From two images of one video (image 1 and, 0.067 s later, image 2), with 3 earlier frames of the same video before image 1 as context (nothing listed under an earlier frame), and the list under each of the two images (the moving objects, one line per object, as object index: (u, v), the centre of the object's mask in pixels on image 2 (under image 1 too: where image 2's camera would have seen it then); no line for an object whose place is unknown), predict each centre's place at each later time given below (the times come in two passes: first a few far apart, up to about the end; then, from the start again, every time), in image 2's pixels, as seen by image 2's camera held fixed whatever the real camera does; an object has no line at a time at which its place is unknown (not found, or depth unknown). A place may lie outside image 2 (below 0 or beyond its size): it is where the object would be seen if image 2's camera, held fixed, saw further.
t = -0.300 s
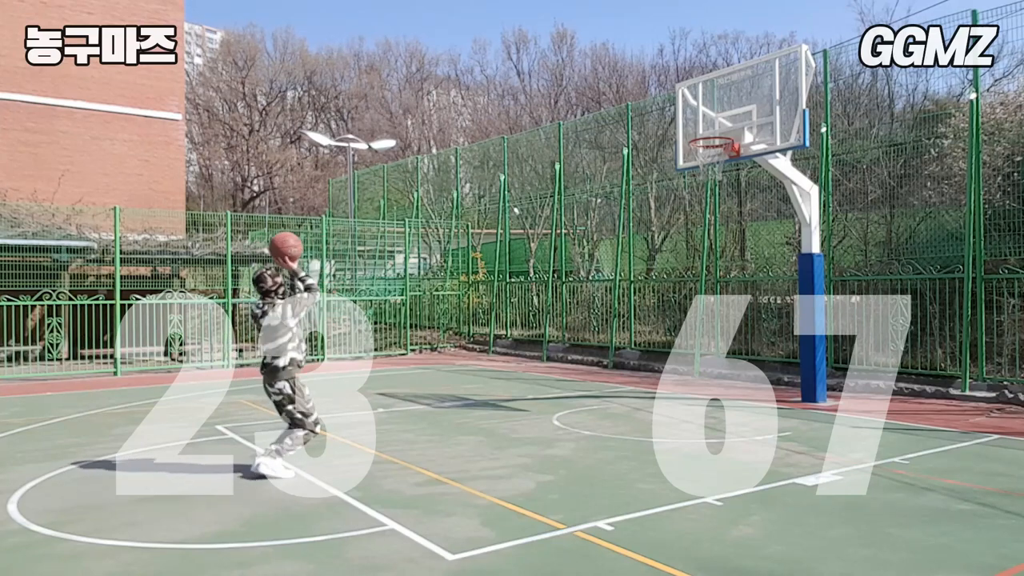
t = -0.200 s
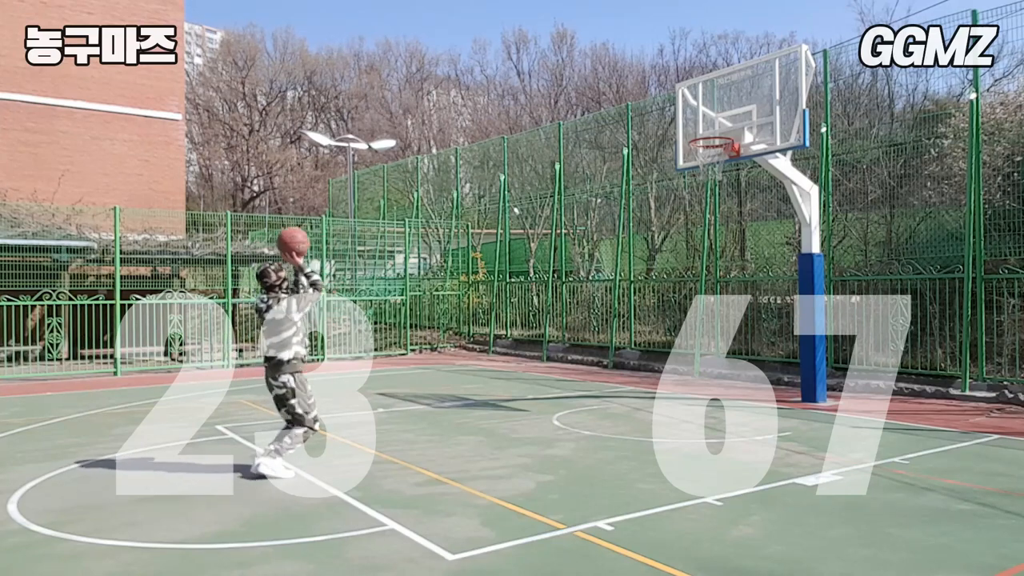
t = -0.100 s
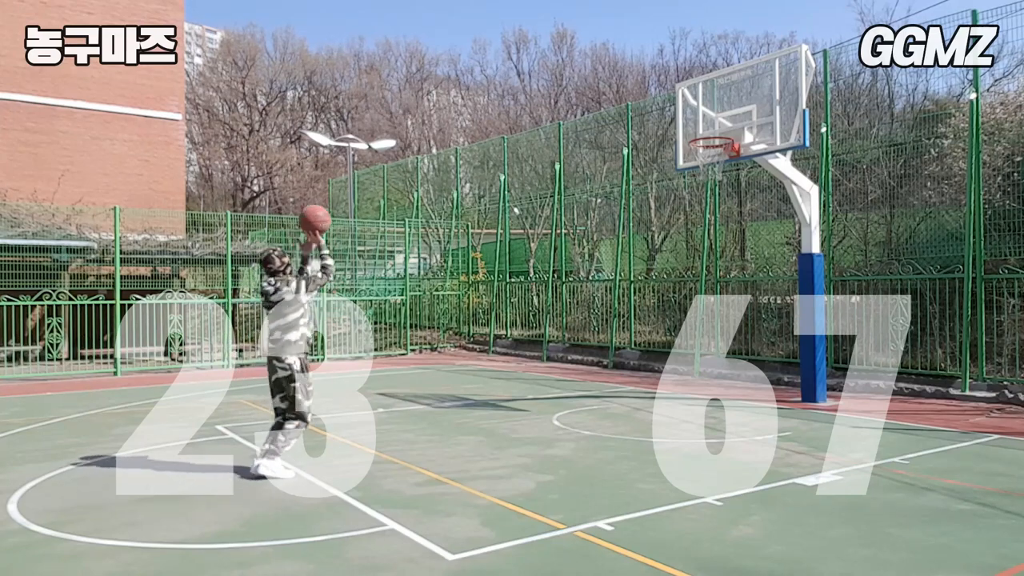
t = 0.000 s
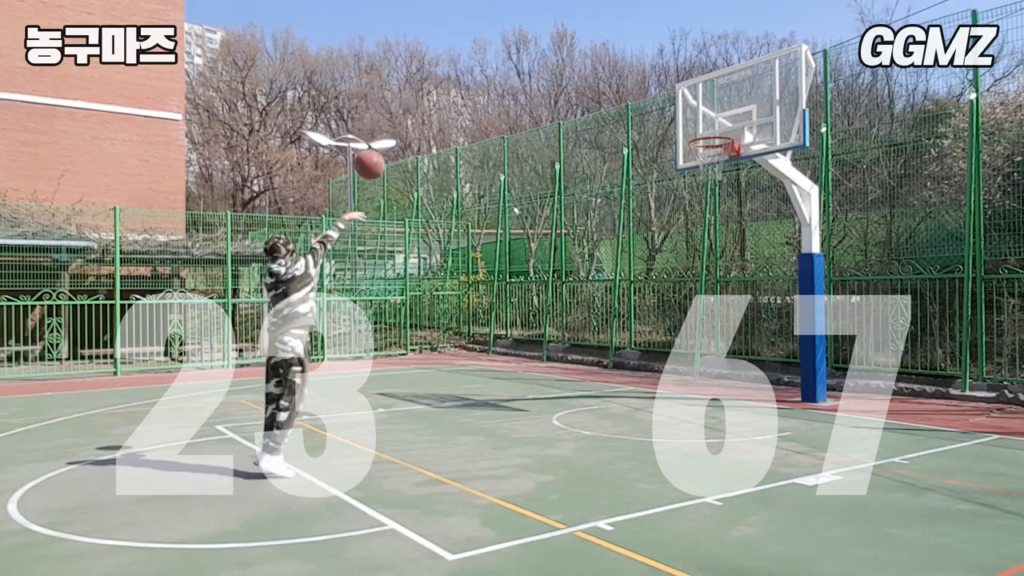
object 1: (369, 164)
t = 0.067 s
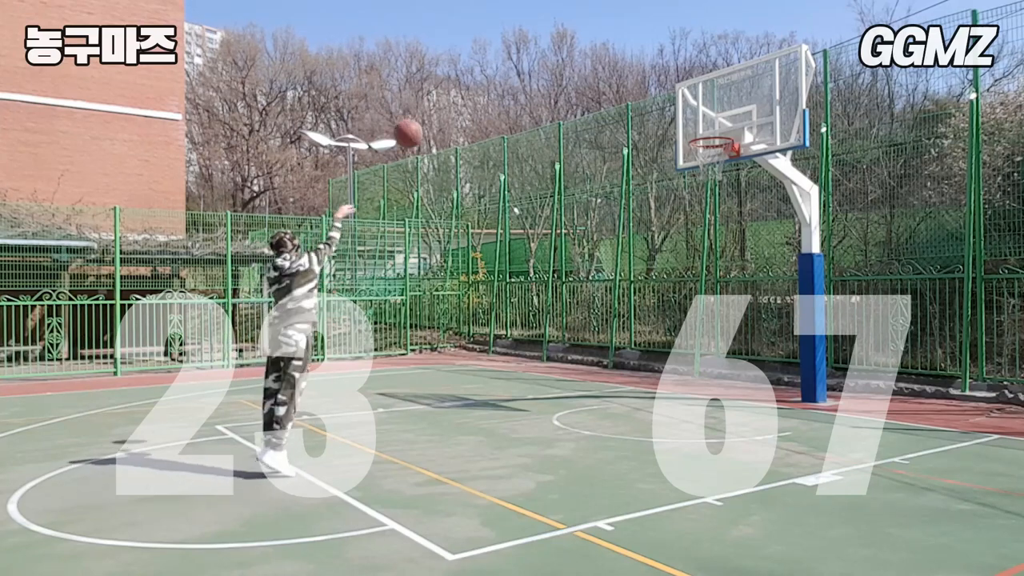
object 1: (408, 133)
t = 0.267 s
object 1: (510, 80)
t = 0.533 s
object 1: (620, 80)
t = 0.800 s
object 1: (707, 143)
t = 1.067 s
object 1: (693, 161)
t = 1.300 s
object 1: (681, 190)
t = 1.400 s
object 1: (676, 216)
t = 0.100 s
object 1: (426, 121)
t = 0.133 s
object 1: (444, 110)
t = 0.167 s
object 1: (461, 100)
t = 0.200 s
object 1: (478, 92)
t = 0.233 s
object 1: (494, 85)
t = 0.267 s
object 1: (510, 80)
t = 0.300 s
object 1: (525, 77)
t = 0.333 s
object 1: (540, 73)
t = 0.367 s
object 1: (554, 72)
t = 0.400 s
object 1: (568, 71)
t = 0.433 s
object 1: (581, 72)
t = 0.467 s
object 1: (595, 74)
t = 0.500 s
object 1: (607, 77)
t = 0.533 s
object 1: (620, 80)
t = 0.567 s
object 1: (632, 85)
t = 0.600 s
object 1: (644, 91)
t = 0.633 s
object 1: (656, 97)
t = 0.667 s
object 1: (666, 105)
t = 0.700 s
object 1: (677, 113)
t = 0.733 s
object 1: (688, 122)
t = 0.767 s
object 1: (699, 131)
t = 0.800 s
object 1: (707, 143)
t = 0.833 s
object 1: (718, 144)
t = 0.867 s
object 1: (720, 146)
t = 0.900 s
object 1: (715, 150)
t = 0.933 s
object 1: (707, 157)
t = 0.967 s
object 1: (703, 160)
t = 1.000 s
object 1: (698, 160)
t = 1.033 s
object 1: (694, 161)
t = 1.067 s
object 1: (693, 161)
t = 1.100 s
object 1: (690, 163)
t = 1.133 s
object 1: (689, 166)
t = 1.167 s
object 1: (688, 169)
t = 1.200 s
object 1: (686, 173)
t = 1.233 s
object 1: (685, 178)
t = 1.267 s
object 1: (683, 184)
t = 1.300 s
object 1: (681, 190)
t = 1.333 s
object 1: (680, 199)
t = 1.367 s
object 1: (678, 207)
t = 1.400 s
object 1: (676, 216)
